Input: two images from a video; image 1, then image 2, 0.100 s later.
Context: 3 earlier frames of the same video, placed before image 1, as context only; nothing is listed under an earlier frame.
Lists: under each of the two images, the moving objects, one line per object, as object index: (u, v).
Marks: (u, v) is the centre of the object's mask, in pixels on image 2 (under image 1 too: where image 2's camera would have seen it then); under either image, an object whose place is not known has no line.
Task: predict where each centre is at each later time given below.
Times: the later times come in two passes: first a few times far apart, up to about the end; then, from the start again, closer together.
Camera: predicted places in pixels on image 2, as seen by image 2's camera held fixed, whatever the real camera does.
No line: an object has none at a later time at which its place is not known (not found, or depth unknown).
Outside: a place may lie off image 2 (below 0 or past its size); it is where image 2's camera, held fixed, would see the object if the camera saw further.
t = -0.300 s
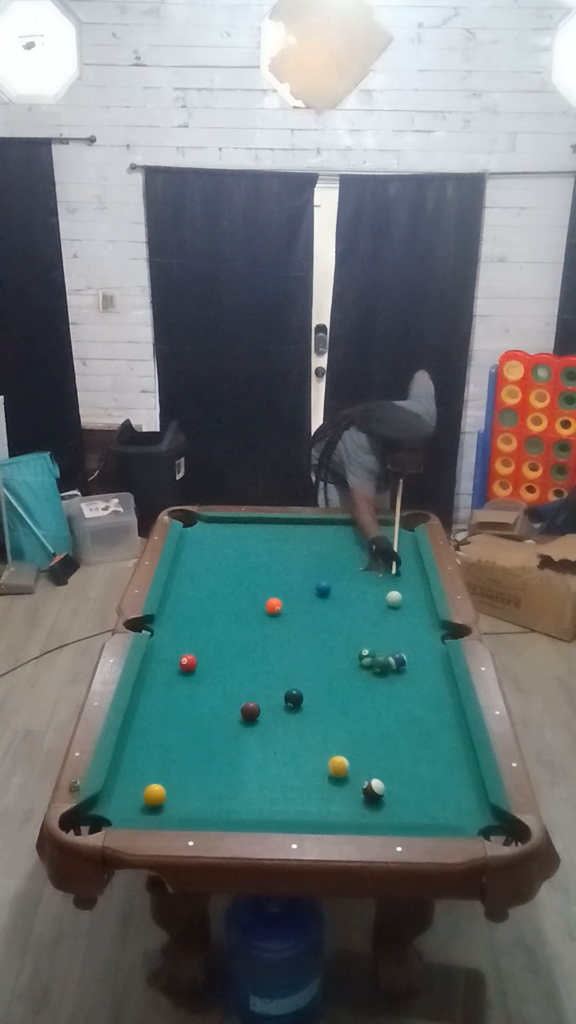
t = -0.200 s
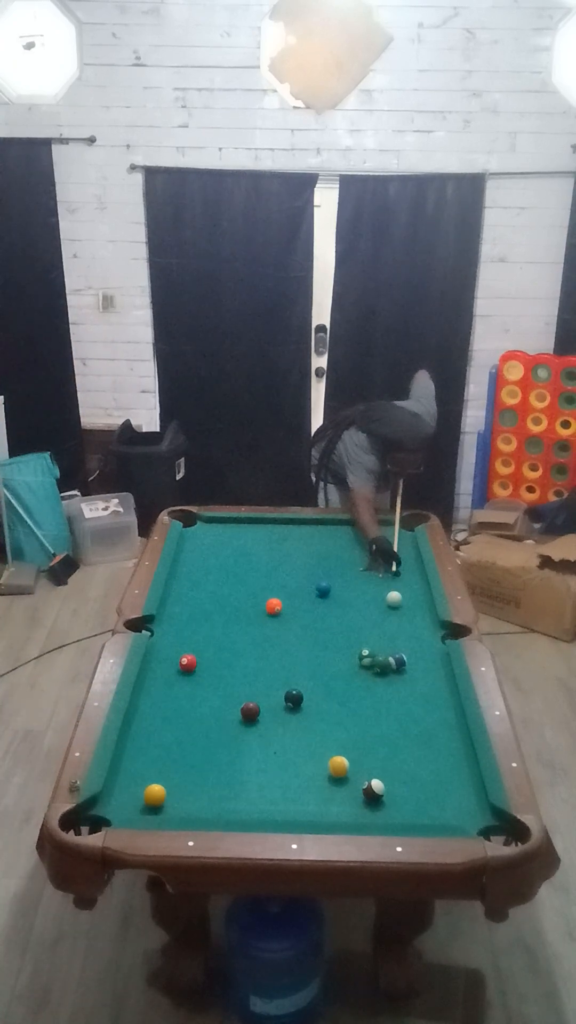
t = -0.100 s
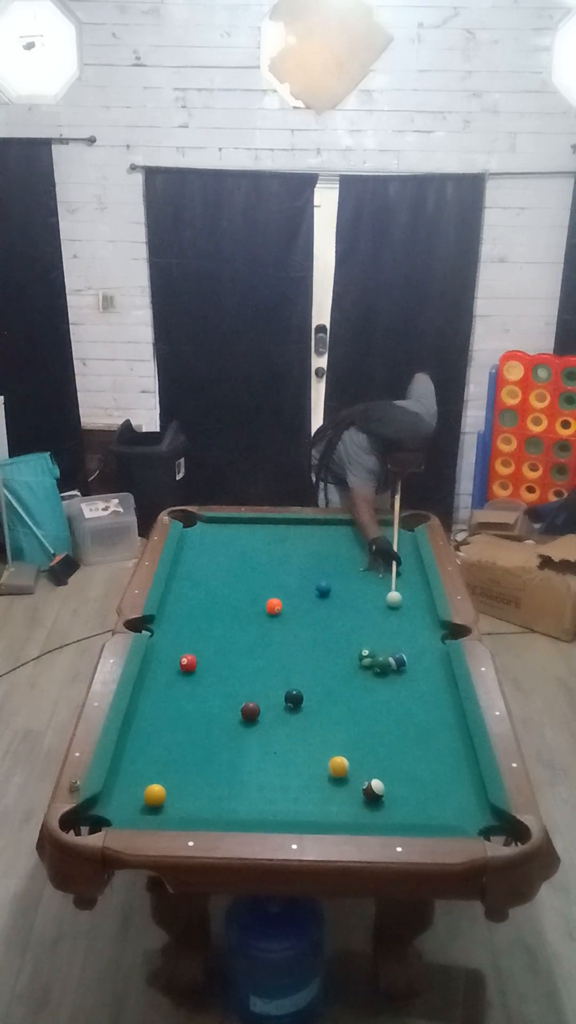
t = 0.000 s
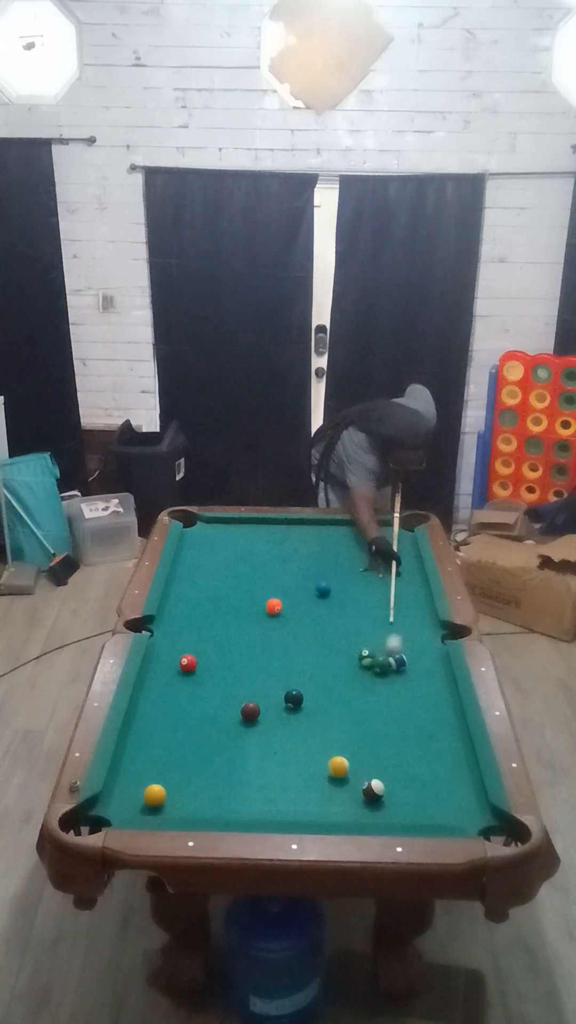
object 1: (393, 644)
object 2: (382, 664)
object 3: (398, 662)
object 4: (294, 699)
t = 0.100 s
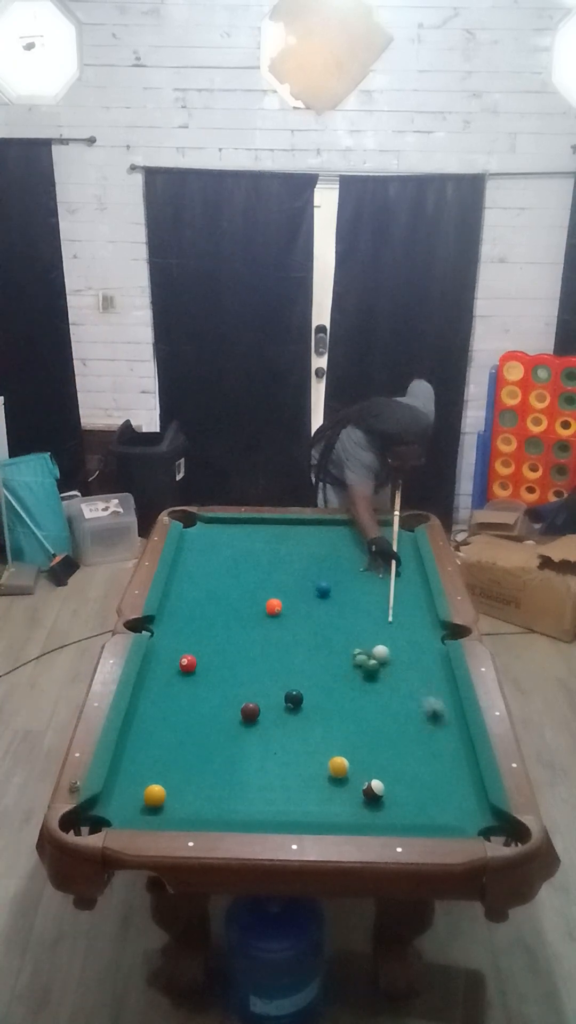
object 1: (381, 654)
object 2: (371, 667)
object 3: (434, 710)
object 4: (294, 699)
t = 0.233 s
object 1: (373, 654)
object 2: (358, 675)
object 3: (460, 778)
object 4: (294, 699)
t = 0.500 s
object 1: (358, 652)
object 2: (331, 685)
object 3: (421, 776)
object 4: (294, 698)
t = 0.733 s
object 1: (346, 651)
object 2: (310, 695)
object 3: (384, 733)
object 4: (291, 699)
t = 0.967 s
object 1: (336, 650)
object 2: (307, 696)
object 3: (351, 693)
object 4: (277, 704)
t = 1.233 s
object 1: (327, 645)
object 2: (305, 698)
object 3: (318, 658)
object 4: (267, 707)
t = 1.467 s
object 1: (325, 631)
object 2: (304, 698)
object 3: (286, 647)
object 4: (267, 707)
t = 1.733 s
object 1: (322, 616)
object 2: (304, 697)
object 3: (254, 636)
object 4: (267, 707)
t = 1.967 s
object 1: (319, 604)
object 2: (304, 697)
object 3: (228, 626)
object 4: (267, 707)
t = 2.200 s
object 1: (316, 595)
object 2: (304, 697)
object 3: (205, 619)
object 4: (267, 707)
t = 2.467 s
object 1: (308, 591)
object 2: (304, 696)
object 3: (181, 610)
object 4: (267, 708)
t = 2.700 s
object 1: (302, 590)
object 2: (304, 696)
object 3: (169, 605)
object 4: (267, 707)
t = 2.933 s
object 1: (298, 588)
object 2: (304, 695)
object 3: (177, 602)
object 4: (267, 707)
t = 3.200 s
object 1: (295, 588)
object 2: (304, 696)
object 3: (185, 601)
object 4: (267, 707)
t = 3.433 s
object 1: (294, 587)
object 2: (304, 697)
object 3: (189, 600)
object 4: (267, 707)
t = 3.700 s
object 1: (294, 587)
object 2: (304, 697)
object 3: (190, 600)
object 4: (267, 707)
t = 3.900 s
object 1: (294, 588)
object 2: (304, 697)
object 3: (190, 601)
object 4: (267, 707)
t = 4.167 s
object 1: (294, 588)
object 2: (304, 697)
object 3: (190, 600)
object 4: (267, 707)
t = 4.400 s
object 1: (294, 587)
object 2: (304, 698)
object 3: (190, 601)
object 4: (267, 707)
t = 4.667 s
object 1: (294, 588)
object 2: (304, 698)
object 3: (190, 600)
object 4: (267, 707)
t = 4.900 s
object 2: (304, 698)
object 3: (190, 600)
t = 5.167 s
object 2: (304, 698)
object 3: (190, 600)
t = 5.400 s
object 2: (304, 698)
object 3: (189, 600)
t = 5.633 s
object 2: (304, 698)
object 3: (190, 600)
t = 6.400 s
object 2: (304, 698)
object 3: (190, 600)
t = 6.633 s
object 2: (304, 698)
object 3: (189, 600)
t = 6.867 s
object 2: (304, 698)
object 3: (190, 600)
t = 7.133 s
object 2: (304, 698)
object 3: (190, 600)
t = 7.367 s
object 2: (304, 698)
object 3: (190, 600)
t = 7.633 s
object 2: (304, 698)
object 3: (190, 600)
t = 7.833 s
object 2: (304, 698)
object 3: (190, 600)
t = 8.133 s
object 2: (304, 698)
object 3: (190, 600)
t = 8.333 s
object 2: (304, 698)
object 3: (190, 600)
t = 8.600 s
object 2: (304, 698)
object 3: (190, 600)
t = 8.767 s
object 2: (304, 698)
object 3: (190, 600)
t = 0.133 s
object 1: (379, 654)
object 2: (367, 669)
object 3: (447, 727)
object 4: (294, 699)
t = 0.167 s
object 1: (377, 654)
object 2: (364, 672)
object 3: (463, 746)
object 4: (294, 699)
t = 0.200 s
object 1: (375, 654)
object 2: (361, 673)
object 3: (462, 762)
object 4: (294, 699)
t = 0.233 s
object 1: (373, 654)
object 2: (358, 675)
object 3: (460, 778)
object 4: (294, 699)
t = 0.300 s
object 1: (369, 653)
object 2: (351, 677)
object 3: (456, 807)
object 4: (294, 699)
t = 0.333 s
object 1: (367, 653)
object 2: (347, 678)
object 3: (450, 816)
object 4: (294, 698)
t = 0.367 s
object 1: (365, 653)
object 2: (344, 681)
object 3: (447, 812)
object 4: (294, 698)
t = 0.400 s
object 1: (363, 653)
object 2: (341, 683)
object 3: (441, 802)
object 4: (294, 698)
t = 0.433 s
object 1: (361, 653)
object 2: (337, 684)
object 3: (433, 794)
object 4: (294, 698)
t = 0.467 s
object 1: (360, 652)
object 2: (334, 685)
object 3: (427, 786)
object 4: (294, 698)
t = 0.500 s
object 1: (358, 652)
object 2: (331, 685)
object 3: (421, 776)
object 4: (294, 698)
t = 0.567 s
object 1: (354, 652)
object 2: (323, 689)
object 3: (410, 765)
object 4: (294, 698)
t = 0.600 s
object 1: (352, 652)
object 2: (320, 690)
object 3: (404, 757)
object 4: (294, 698)
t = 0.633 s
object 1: (351, 652)
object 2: (317, 691)
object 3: (399, 751)
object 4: (294, 698)
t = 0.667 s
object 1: (349, 651)
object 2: (314, 693)
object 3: (393, 743)
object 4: (294, 698)
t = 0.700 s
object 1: (348, 651)
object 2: (311, 694)
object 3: (386, 737)
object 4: (293, 698)
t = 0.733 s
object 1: (346, 651)
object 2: (310, 695)
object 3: (384, 733)
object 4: (291, 699)
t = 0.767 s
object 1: (345, 651)
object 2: (309, 695)
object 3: (379, 727)
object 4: (289, 700)
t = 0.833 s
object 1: (342, 651)
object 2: (309, 696)
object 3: (368, 715)
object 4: (285, 702)
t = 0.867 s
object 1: (340, 651)
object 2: (308, 696)
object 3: (364, 709)
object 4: (283, 702)
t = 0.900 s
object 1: (339, 650)
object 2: (308, 696)
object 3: (358, 703)
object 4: (281, 703)
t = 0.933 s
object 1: (337, 650)
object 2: (307, 696)
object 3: (355, 698)
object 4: (279, 703)
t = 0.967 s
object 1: (336, 650)
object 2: (307, 696)
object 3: (351, 693)
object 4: (277, 704)
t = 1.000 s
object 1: (334, 650)
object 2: (307, 696)
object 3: (346, 689)
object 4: (275, 705)
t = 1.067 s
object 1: (332, 650)
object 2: (306, 697)
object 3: (338, 677)
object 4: (272, 705)
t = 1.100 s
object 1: (331, 649)
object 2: (305, 697)
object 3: (334, 673)
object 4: (270, 707)
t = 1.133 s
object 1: (329, 648)
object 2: (305, 697)
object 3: (331, 668)
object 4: (269, 707)
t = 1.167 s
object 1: (329, 647)
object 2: (305, 698)
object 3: (327, 664)
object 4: (268, 707)
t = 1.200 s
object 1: (328, 647)
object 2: (305, 697)
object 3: (323, 661)
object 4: (267, 707)
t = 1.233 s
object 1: (327, 645)
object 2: (305, 698)
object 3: (318, 658)
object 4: (267, 707)
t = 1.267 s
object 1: (327, 644)
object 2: (304, 698)
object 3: (312, 655)
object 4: (267, 707)
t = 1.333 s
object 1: (326, 640)
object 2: (304, 698)
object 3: (304, 654)
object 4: (267, 707)
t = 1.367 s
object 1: (326, 637)
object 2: (304, 698)
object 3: (300, 652)
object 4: (267, 707)
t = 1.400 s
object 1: (326, 635)
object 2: (304, 698)
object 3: (296, 650)
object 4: (267, 707)
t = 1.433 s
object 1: (325, 633)
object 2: (304, 698)
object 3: (291, 648)
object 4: (267, 707)
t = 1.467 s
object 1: (325, 631)
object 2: (304, 698)
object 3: (286, 647)
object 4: (267, 707)
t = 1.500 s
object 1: (325, 629)
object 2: (304, 698)
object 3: (282, 646)
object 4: (267, 707)
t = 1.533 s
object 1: (324, 627)
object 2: (304, 698)
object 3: (278, 644)
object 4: (267, 707)
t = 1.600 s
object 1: (324, 623)
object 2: (304, 698)
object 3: (270, 641)
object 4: (267, 708)
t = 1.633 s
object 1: (323, 621)
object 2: (304, 697)
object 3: (265, 639)
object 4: (267, 708)
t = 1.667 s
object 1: (323, 619)
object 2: (304, 697)
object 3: (260, 639)
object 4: (267, 708)
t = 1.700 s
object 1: (323, 618)
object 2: (304, 697)
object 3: (257, 637)
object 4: (267, 707)
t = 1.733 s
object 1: (322, 616)
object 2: (304, 697)
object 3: (254, 636)
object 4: (267, 707)
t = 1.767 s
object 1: (322, 614)
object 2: (304, 697)
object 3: (250, 634)
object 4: (267, 707)
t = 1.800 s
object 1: (322, 612)
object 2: (304, 697)
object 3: (247, 632)
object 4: (267, 707)
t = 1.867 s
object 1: (321, 609)
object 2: (304, 697)
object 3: (239, 631)
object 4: (267, 707)
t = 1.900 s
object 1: (320, 607)
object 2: (304, 697)
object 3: (235, 629)
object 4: (267, 707)
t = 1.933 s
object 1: (320, 606)
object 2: (304, 697)
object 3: (231, 628)
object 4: (267, 707)
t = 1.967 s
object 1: (319, 604)
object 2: (304, 697)
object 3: (228, 626)
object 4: (267, 707)
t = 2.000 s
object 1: (319, 603)
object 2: (304, 697)
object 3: (224, 625)
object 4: (267, 707)
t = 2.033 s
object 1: (319, 601)
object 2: (304, 697)
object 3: (220, 624)
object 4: (267, 707)
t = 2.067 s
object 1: (319, 600)
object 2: (304, 697)
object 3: (217, 623)
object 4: (267, 707)
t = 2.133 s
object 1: (318, 597)
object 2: (304, 697)
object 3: (212, 621)
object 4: (267, 707)
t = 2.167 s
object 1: (317, 596)
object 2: (304, 697)
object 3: (209, 619)
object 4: (267, 707)
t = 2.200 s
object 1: (316, 595)
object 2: (304, 697)
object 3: (205, 619)
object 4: (267, 707)
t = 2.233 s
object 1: (315, 594)
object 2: (304, 696)
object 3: (202, 618)
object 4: (267, 707)
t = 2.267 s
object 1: (314, 594)
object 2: (304, 696)
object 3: (198, 616)
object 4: (267, 707)
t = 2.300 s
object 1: (313, 593)
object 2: (304, 696)
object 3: (196, 616)
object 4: (267, 707)
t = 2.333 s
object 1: (312, 593)
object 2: (304, 696)
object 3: (193, 615)
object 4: (267, 707)
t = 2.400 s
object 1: (310, 592)
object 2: (304, 696)
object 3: (186, 612)
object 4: (267, 708)
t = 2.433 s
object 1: (309, 592)
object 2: (304, 696)
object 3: (183, 611)
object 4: (267, 707)
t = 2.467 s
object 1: (308, 591)
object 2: (304, 696)
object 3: (181, 610)
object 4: (267, 708)
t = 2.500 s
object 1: (307, 591)
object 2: (304, 697)
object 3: (177, 610)
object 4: (267, 707)
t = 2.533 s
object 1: (307, 591)
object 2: (304, 696)
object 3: (175, 609)
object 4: (267, 707)
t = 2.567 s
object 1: (306, 591)
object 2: (304, 696)
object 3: (173, 608)
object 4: (267, 707)
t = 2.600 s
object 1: (305, 590)
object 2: (304, 696)
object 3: (171, 606)
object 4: (267, 707)
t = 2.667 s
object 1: (303, 590)
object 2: (304, 697)
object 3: (167, 605)
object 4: (267, 707)
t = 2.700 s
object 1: (302, 590)
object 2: (304, 696)
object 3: (169, 605)
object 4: (267, 707)
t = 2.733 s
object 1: (302, 589)
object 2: (304, 696)
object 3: (170, 605)
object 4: (267, 707)
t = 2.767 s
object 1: (301, 589)
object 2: (304, 696)
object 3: (171, 604)
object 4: (267, 707)
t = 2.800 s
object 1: (301, 589)
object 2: (304, 696)
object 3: (173, 603)
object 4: (267, 707)
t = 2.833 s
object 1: (300, 588)
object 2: (304, 696)
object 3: (174, 603)
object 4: (267, 707)
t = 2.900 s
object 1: (299, 588)
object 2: (304, 696)
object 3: (176, 603)
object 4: (267, 707)
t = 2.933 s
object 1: (298, 588)
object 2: (304, 695)
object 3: (177, 602)
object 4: (267, 707)
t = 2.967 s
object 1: (298, 588)
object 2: (304, 696)
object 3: (178, 602)
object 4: (267, 707)
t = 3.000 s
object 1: (297, 588)
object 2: (304, 696)
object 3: (180, 602)
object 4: (267, 707)
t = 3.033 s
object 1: (297, 588)
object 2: (304, 696)
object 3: (181, 601)
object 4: (267, 707)
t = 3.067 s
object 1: (296, 588)
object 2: (304, 696)
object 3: (183, 601)
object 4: (267, 707)
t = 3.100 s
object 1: (296, 588)
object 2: (304, 696)
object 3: (182, 602)
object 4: (267, 707)
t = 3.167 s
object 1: (295, 588)
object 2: (304, 696)
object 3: (184, 601)
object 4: (267, 707)
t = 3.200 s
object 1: (295, 588)
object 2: (304, 696)
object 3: (185, 601)
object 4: (267, 707)
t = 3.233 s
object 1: (295, 588)
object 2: (304, 696)
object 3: (186, 601)
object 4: (267, 707)
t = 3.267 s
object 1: (295, 588)
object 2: (304, 696)
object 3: (187, 600)
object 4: (267, 707)
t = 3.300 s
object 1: (294, 587)
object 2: (304, 696)
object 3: (187, 600)
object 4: (267, 707)
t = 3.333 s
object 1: (295, 587)
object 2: (304, 696)
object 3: (188, 601)
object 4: (267, 707)
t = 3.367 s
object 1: (294, 588)
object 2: (304, 696)
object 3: (188, 601)
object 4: (267, 707)
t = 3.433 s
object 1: (294, 587)
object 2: (304, 697)
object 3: (189, 600)
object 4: (267, 707)
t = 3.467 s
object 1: (294, 587)
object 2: (304, 696)
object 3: (189, 600)
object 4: (267, 707)
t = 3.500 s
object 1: (294, 588)
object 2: (304, 697)
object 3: (190, 600)
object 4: (267, 707)
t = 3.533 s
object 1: (294, 588)
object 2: (304, 697)
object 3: (190, 600)
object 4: (267, 707)
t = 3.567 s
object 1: (294, 588)
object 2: (304, 697)
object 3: (190, 600)
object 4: (267, 707)
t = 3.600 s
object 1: (294, 588)
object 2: (304, 697)
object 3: (190, 600)
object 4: (267, 707)
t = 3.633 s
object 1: (294, 587)
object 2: (304, 697)
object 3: (190, 600)
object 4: (267, 707)
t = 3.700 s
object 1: (294, 587)
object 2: (304, 697)
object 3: (190, 600)
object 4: (267, 707)
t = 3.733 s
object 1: (294, 588)
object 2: (304, 697)
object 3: (190, 600)
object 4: (267, 707)
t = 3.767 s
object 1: (294, 588)
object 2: (304, 697)
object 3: (190, 601)
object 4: (267, 707)
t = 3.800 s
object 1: (294, 588)
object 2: (304, 697)
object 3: (190, 601)
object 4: (267, 707)
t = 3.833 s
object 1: (294, 587)
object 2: (304, 697)
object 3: (190, 601)
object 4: (267, 707)
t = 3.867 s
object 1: (294, 588)
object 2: (304, 697)
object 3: (190, 601)
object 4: (267, 707)
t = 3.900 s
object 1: (294, 588)
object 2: (304, 697)
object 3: (190, 601)
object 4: (267, 707)
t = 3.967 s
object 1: (294, 587)
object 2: (304, 697)
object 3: (190, 601)
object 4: (267, 707)
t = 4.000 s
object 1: (294, 588)
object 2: (304, 698)
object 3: (189, 601)
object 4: (267, 707)
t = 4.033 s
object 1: (294, 587)
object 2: (304, 698)
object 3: (190, 601)
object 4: (267, 707)
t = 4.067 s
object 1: (294, 588)
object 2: (304, 698)
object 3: (190, 601)
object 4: (267, 708)
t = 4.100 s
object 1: (294, 588)
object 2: (304, 698)
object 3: (190, 601)
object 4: (267, 707)
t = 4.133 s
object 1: (294, 588)
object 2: (304, 698)
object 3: (190, 601)
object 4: (267, 707)
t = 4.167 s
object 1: (294, 588)
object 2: (304, 697)
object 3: (190, 600)
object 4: (267, 707)
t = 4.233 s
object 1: (294, 588)
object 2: (304, 698)
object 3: (190, 600)
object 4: (267, 707)
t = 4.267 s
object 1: (294, 587)
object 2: (304, 698)
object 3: (190, 601)
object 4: (267, 707)
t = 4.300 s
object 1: (294, 588)
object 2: (304, 698)
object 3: (190, 600)
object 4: (267, 707)
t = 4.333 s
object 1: (294, 588)
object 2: (304, 698)
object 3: (190, 601)
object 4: (267, 707)
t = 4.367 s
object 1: (294, 588)
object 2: (304, 698)
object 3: (190, 601)
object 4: (267, 707)
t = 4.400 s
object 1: (294, 587)
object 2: (304, 698)
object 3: (190, 601)
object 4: (267, 707)
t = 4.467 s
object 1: (294, 588)
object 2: (304, 698)
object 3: (190, 601)
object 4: (267, 707)
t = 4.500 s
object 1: (294, 587)
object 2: (304, 698)
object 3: (190, 601)
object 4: (267, 707)
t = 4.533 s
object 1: (294, 587)
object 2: (304, 698)
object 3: (190, 601)
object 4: (267, 708)
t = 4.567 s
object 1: (294, 588)
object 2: (304, 698)
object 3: (190, 601)
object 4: (267, 707)
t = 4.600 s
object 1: (294, 587)
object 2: (304, 698)
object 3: (189, 600)
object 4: (267, 708)
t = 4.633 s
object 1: (294, 588)
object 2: (304, 698)
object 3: (190, 600)
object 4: (267, 707)
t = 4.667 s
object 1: (294, 588)
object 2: (304, 698)
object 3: (190, 600)
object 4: (267, 707)
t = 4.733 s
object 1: (294, 587)
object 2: (304, 698)
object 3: (190, 600)
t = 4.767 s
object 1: (294, 588)
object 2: (304, 698)
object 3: (190, 600)
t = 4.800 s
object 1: (294, 588)
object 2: (304, 698)
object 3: (190, 600)
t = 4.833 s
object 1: (294, 588)
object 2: (304, 698)
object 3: (190, 600)
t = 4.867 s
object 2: (304, 698)
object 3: (190, 600)
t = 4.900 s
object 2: (304, 698)
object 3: (190, 600)
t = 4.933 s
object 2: (304, 698)
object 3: (190, 600)
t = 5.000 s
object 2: (304, 698)
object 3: (190, 600)
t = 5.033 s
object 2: (304, 698)
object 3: (190, 600)
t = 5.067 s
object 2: (304, 698)
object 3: (190, 600)
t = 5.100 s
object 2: (304, 698)
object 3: (190, 600)
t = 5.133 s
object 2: (304, 698)
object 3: (190, 600)
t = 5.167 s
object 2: (304, 698)
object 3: (190, 600)
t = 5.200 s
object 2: (304, 698)
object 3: (190, 600)
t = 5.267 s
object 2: (304, 698)
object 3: (190, 600)
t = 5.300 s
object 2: (304, 698)
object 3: (190, 600)
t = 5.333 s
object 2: (304, 698)
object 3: (190, 600)
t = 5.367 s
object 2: (304, 698)
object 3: (190, 600)
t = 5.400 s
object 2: (304, 698)
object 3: (189, 600)
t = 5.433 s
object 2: (304, 698)
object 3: (190, 600)
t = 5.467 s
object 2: (304, 698)
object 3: (190, 600)
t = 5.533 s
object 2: (304, 698)
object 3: (190, 600)
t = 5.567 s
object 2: (304, 698)
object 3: (190, 600)
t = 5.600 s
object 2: (304, 698)
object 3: (190, 600)
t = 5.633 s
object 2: (304, 698)
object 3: (190, 600)
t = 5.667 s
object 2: (304, 697)
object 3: (190, 600)
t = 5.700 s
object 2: (304, 697)
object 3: (190, 600)
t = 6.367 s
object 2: (304, 697)
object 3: (190, 600)
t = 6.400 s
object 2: (304, 698)
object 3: (190, 600)
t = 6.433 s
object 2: (304, 698)
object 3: (189, 600)
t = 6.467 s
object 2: (304, 698)
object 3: (189, 600)
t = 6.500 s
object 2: (304, 698)
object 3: (190, 600)
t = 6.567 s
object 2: (304, 698)
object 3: (190, 600)
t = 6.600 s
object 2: (304, 698)
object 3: (190, 600)
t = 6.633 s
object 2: (304, 698)
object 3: (189, 600)
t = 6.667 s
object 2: (304, 698)
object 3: (189, 600)
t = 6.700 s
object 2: (304, 698)
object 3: (189, 600)
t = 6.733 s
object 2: (304, 698)
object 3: (189, 600)
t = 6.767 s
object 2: (304, 698)
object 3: (189, 600)
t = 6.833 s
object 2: (304, 698)
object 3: (190, 600)
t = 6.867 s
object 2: (304, 698)
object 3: (190, 600)
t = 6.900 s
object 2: (304, 698)
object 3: (190, 600)
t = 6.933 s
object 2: (304, 698)
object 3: (190, 600)
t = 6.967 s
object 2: (304, 698)
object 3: (190, 600)
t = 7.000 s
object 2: (304, 698)
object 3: (190, 600)
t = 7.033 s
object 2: (304, 698)
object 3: (190, 600)
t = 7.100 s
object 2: (304, 698)
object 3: (189, 600)
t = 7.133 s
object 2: (304, 698)
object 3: (190, 600)
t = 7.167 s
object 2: (304, 698)
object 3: (190, 600)
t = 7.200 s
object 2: (304, 698)
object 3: (190, 600)
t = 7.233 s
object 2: (304, 698)
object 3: (190, 600)
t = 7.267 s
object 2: (304, 698)
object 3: (190, 600)
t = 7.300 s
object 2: (304, 698)
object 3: (190, 600)
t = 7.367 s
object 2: (304, 698)
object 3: (190, 600)
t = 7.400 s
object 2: (304, 698)
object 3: (190, 600)
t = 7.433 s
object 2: (304, 698)
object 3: (190, 600)
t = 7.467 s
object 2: (304, 698)
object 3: (190, 600)
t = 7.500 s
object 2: (304, 698)
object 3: (190, 600)
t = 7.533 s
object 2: (304, 698)
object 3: (190, 600)
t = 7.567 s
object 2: (304, 698)
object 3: (190, 600)
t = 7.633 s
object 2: (304, 698)
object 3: (190, 600)
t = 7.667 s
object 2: (304, 698)
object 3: (190, 600)
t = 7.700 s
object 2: (304, 698)
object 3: (190, 600)
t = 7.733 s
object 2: (304, 698)
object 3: (190, 600)
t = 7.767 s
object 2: (304, 698)
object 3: (190, 600)
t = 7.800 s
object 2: (304, 698)
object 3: (190, 600)
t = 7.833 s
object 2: (304, 698)
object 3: (190, 600)
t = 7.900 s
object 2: (304, 698)
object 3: (190, 600)
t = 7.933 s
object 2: (304, 698)
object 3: (190, 600)
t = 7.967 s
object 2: (304, 698)
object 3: (190, 600)
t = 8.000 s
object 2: (304, 698)
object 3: (190, 600)
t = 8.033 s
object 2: (304, 698)
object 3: (190, 600)
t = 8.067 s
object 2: (304, 698)
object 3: (190, 600)
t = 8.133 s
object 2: (304, 698)
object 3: (190, 600)
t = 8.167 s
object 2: (304, 698)
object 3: (190, 600)
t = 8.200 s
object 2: (304, 698)
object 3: (190, 600)
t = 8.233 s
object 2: (304, 698)
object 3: (190, 600)
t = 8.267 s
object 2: (304, 698)
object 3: (190, 600)
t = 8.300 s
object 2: (304, 698)
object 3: (190, 600)
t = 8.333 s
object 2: (304, 698)
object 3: (190, 600)
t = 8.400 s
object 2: (304, 698)
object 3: (190, 600)
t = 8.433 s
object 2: (304, 698)
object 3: (190, 600)
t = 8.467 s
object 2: (304, 698)
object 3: (190, 600)
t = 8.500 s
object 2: (304, 698)
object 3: (190, 600)
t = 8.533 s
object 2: (304, 698)
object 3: (190, 600)
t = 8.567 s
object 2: (304, 698)
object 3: (190, 600)
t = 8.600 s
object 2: (304, 698)
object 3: (190, 600)
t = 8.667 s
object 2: (304, 698)
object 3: (190, 600)
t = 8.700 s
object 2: (304, 698)
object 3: (190, 600)
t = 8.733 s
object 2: (304, 698)
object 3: (190, 600)
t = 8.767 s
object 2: (304, 698)
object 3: (190, 600)
